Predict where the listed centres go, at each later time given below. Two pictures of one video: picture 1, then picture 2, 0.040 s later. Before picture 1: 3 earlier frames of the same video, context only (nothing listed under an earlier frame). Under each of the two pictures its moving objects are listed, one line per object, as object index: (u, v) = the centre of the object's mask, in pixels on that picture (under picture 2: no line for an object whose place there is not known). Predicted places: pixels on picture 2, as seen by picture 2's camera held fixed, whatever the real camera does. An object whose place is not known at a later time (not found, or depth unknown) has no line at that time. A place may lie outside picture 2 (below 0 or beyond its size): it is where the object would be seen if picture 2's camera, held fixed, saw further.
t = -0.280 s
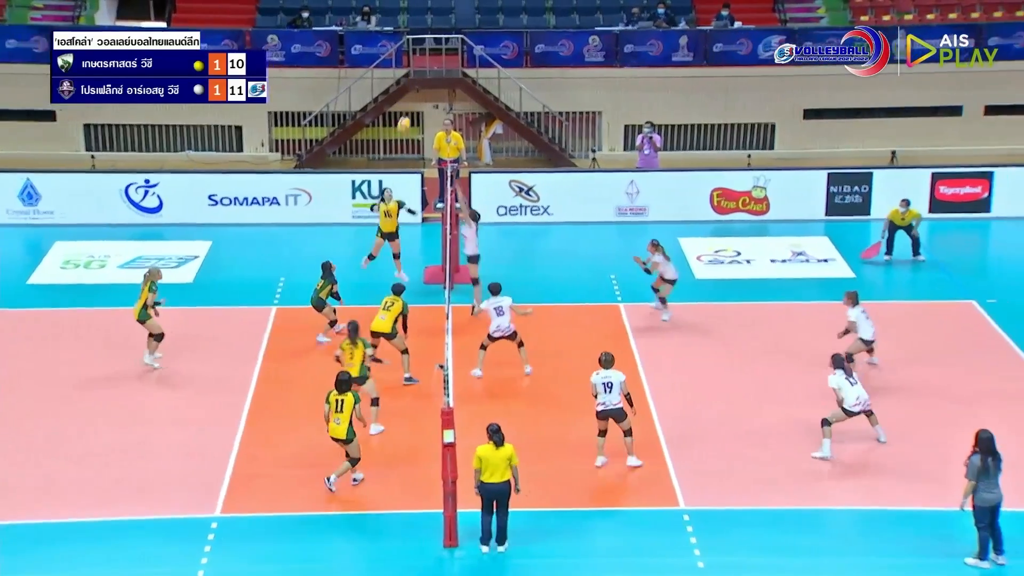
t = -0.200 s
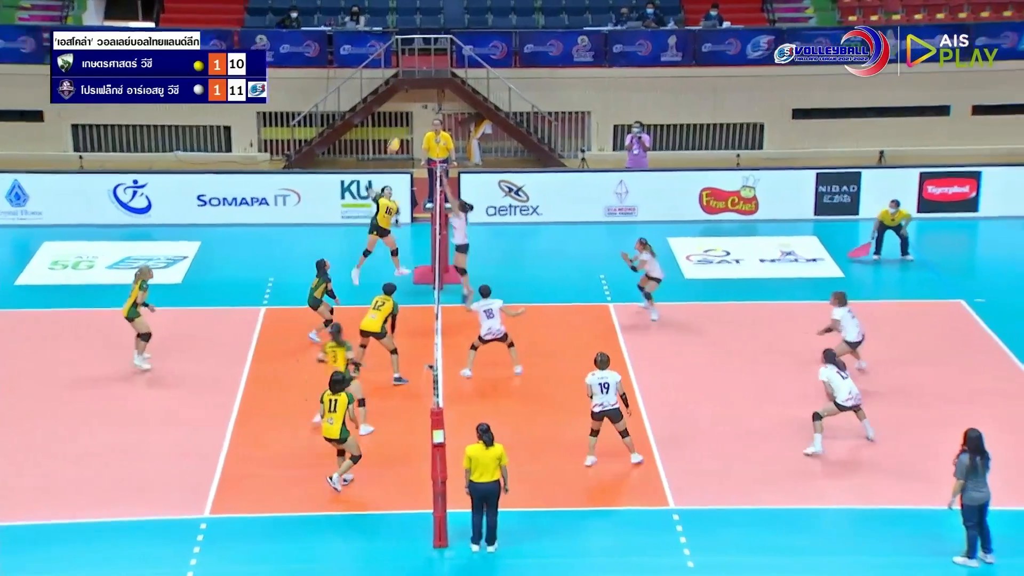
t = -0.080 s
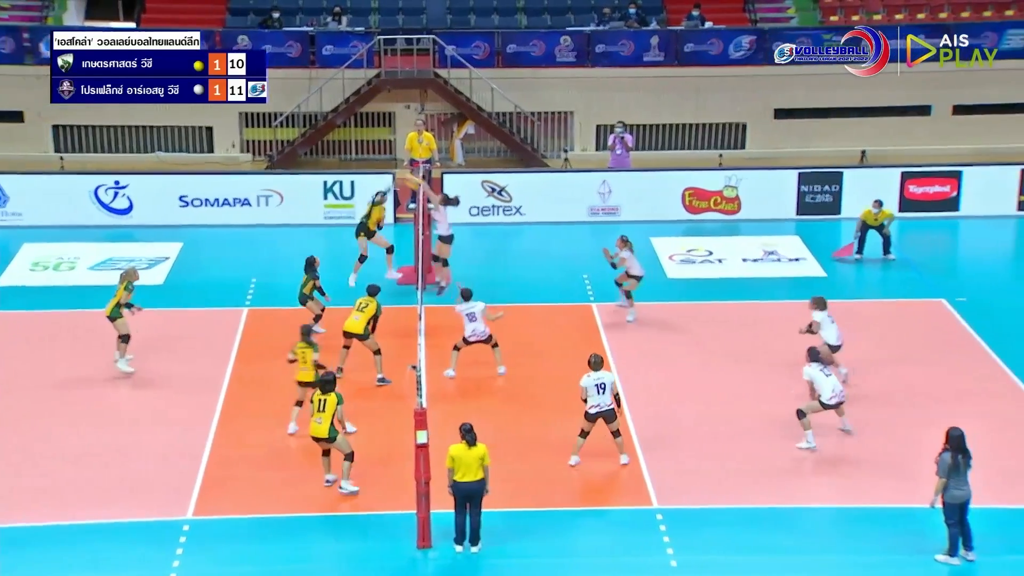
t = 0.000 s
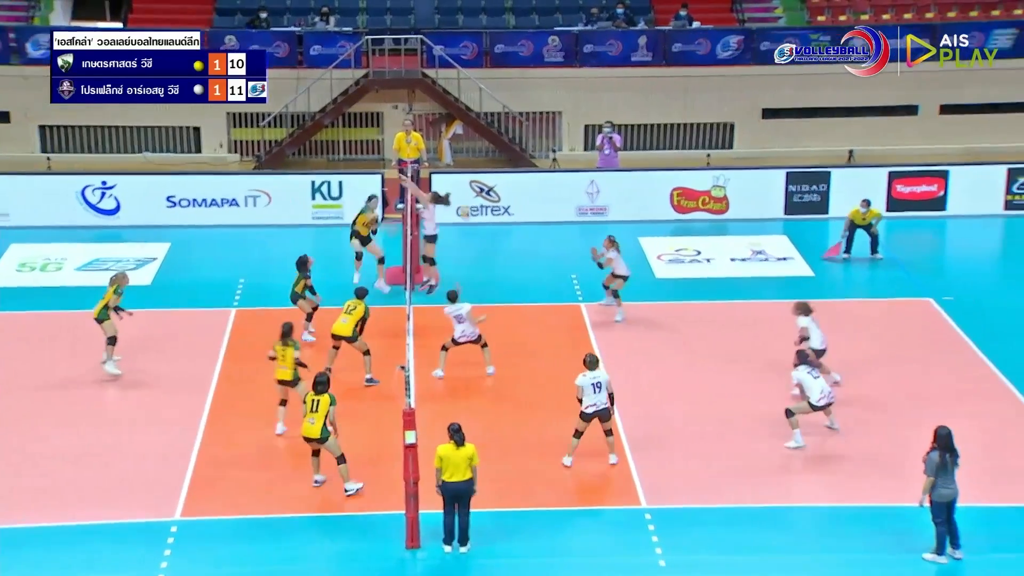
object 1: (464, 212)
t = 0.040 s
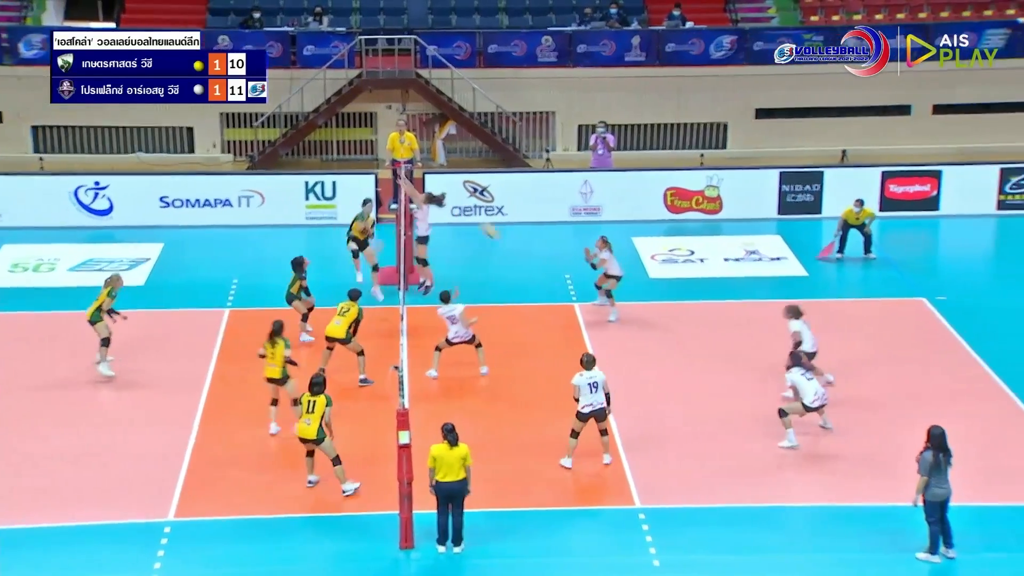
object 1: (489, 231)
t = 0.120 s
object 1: (555, 273)
